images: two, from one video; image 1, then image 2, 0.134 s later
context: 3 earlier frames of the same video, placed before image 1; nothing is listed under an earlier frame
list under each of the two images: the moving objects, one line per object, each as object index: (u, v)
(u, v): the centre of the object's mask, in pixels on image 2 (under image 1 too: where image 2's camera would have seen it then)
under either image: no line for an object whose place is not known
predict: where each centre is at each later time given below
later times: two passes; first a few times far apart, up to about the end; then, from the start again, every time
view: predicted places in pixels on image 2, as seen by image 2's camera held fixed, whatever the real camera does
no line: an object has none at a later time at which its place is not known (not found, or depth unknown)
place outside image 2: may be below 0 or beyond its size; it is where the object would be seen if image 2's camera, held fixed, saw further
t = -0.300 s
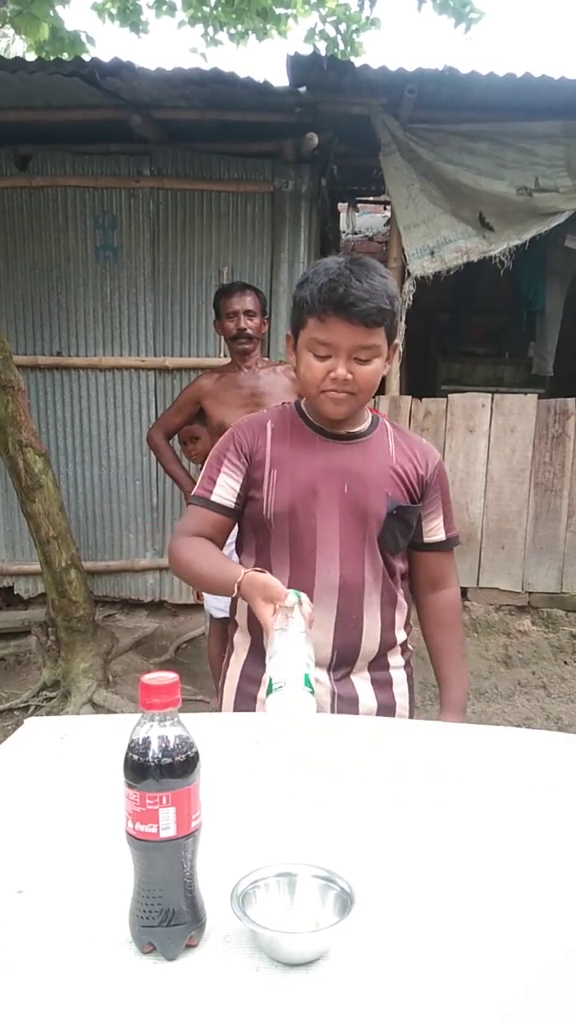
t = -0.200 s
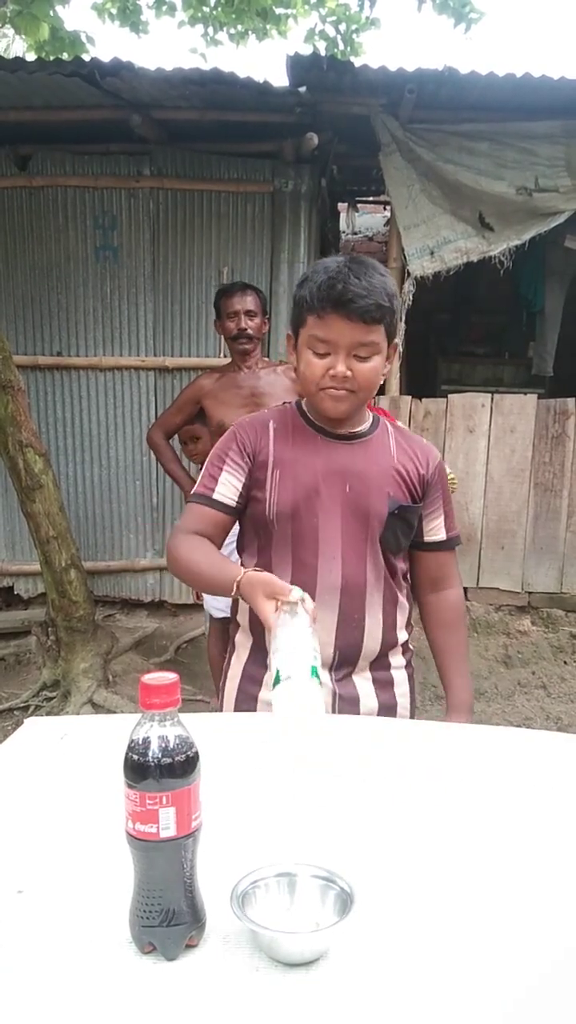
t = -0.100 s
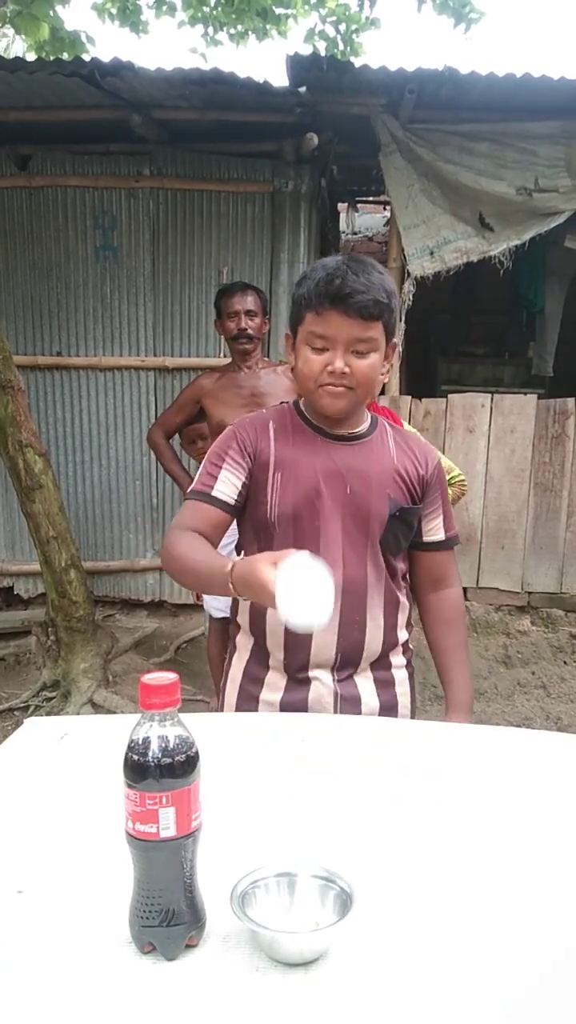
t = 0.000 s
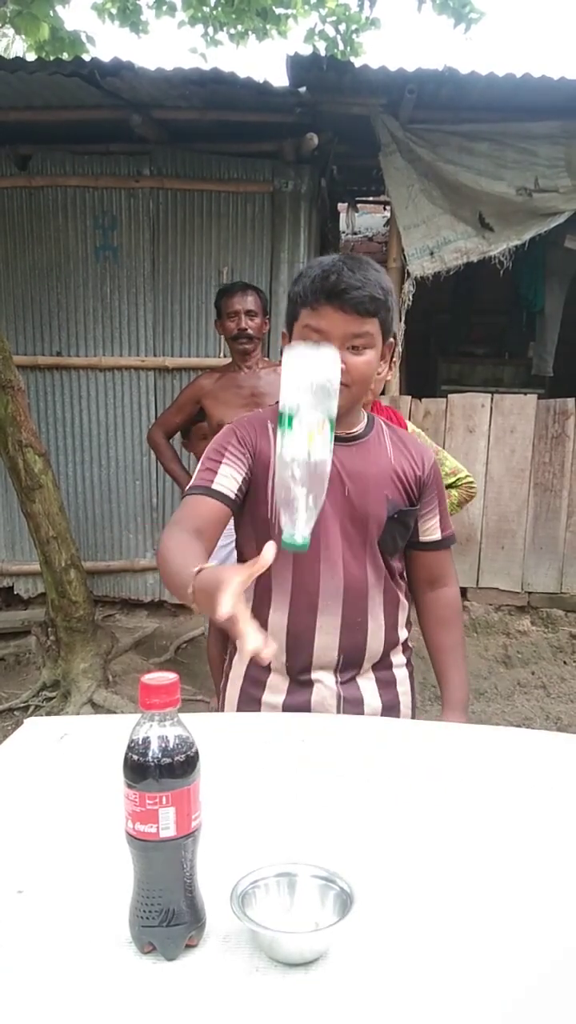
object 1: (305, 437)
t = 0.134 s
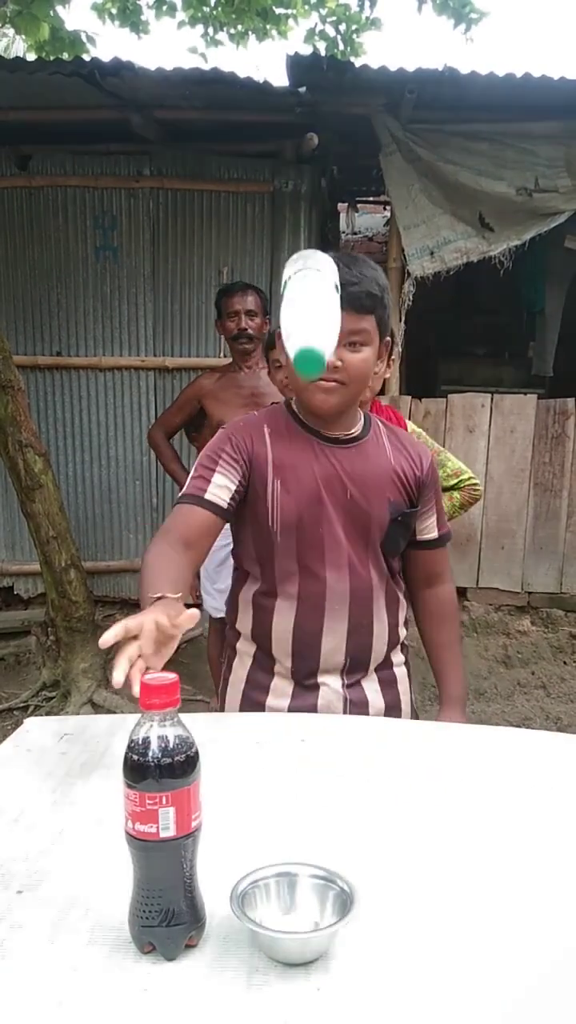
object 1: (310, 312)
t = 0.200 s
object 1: (311, 305)
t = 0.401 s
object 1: (305, 546)
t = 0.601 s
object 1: (304, 668)
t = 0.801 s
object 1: (310, 717)
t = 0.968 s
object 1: (315, 717)
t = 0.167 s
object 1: (311, 300)
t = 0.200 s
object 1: (311, 305)
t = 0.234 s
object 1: (311, 319)
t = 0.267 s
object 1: (310, 342)
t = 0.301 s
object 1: (309, 376)
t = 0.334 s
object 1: (308, 422)
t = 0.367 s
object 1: (307, 480)
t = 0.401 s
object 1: (305, 546)
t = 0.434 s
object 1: (304, 619)
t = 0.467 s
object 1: (302, 702)
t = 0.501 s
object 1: (303, 650)
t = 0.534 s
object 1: (303, 650)
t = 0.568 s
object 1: (304, 659)
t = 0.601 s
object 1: (304, 668)
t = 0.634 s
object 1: (305, 681)
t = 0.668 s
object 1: (308, 714)
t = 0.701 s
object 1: (306, 719)
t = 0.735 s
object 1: (306, 719)
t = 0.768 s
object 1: (308, 717)
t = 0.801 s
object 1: (310, 717)
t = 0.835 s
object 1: (310, 716)
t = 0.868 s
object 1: (311, 716)
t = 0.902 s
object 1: (312, 716)
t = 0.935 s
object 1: (312, 716)
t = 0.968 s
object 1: (315, 717)
